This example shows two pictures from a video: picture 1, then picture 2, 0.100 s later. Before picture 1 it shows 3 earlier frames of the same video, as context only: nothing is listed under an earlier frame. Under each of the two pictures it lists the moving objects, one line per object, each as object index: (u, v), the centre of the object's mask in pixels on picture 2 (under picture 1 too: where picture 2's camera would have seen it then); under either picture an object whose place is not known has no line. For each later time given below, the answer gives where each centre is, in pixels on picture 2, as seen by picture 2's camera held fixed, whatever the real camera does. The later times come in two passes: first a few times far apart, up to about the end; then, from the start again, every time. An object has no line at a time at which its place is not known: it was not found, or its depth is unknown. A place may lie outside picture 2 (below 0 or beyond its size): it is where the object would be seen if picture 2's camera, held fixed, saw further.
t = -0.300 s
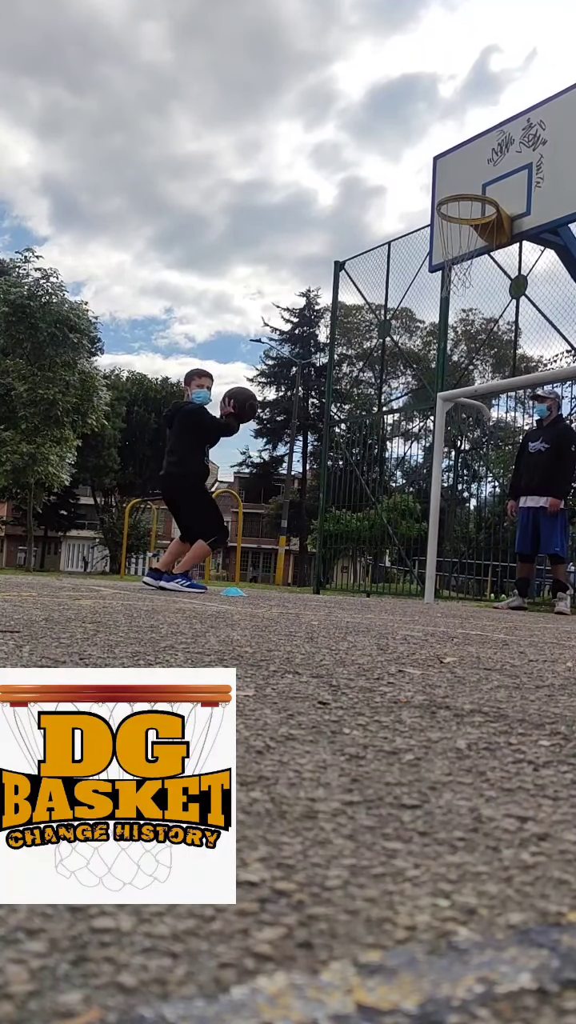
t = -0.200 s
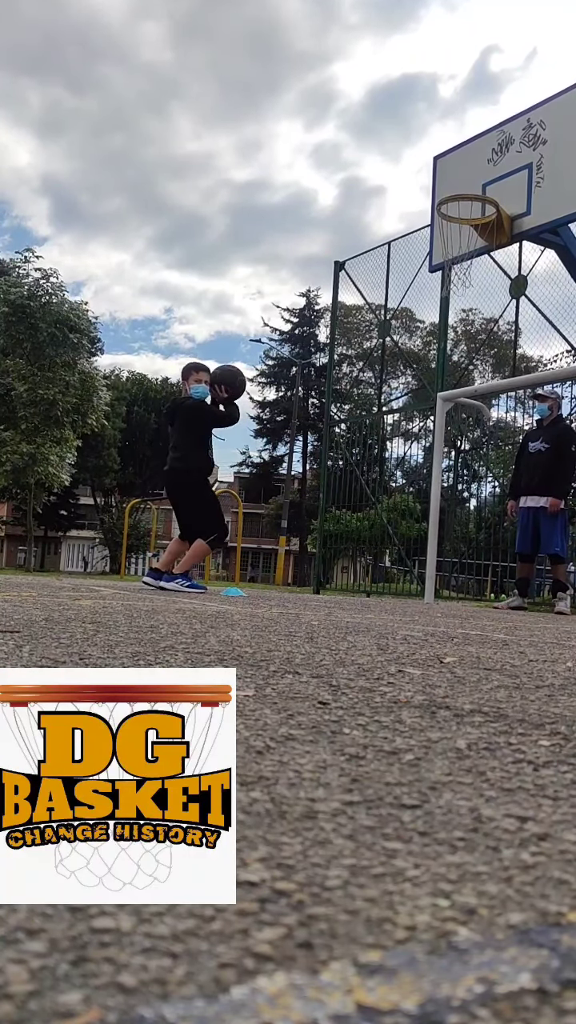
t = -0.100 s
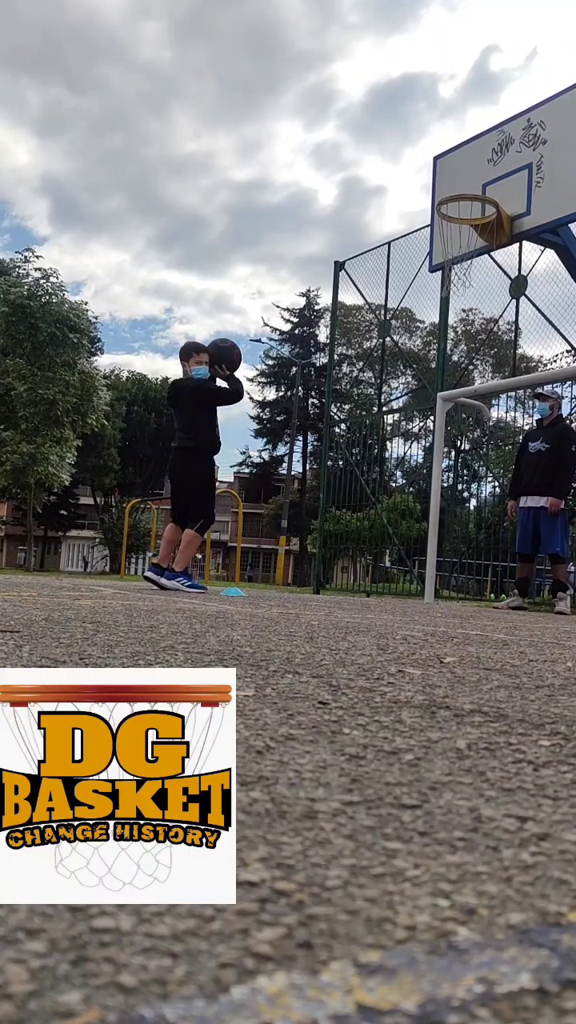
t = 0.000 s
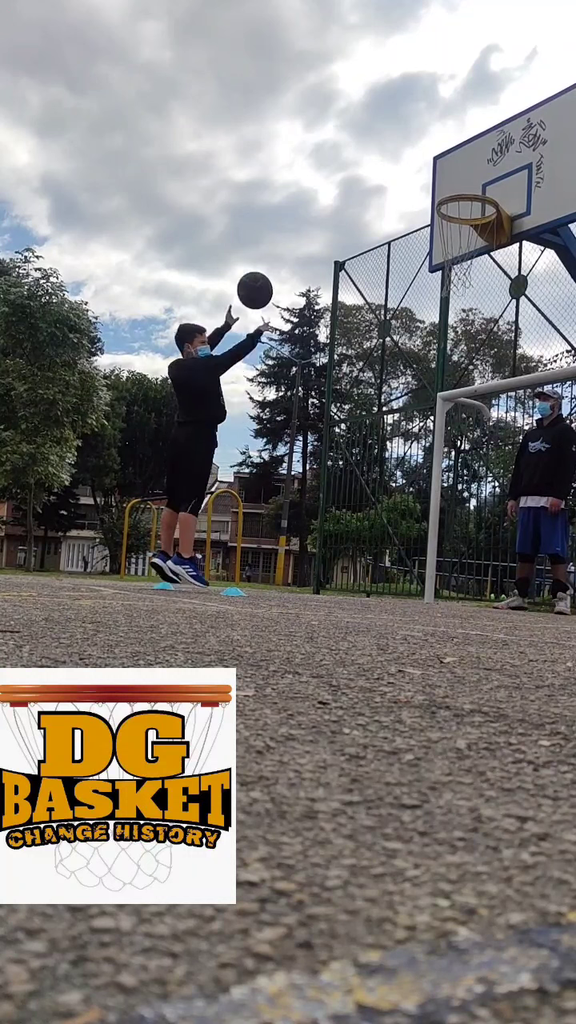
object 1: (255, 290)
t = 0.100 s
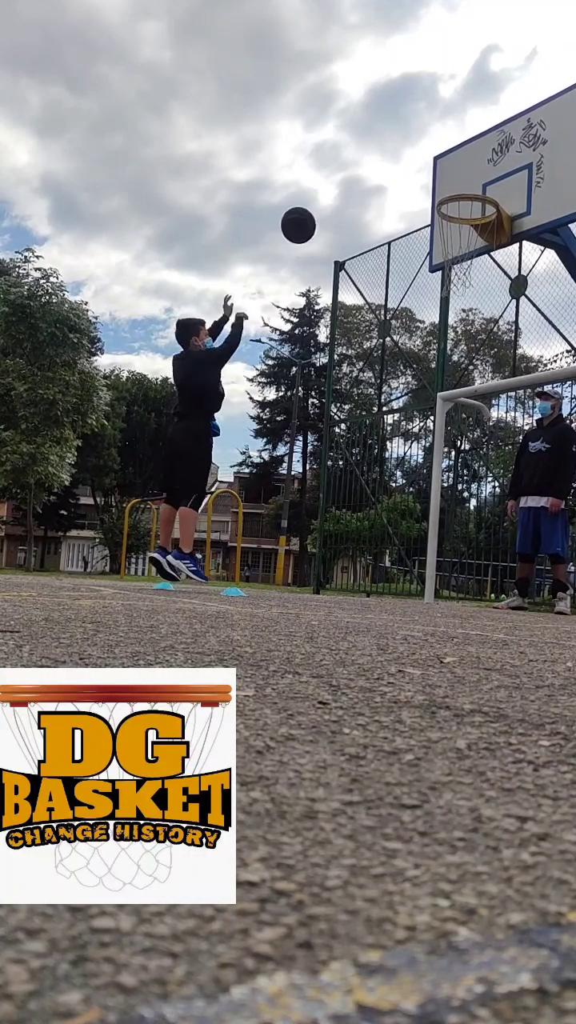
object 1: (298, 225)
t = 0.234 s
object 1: (349, 167)
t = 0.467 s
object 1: (423, 128)
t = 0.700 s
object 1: (485, 155)
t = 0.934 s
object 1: (432, 179)
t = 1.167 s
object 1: (383, 133)
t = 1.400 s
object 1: (326, 155)
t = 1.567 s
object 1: (281, 216)
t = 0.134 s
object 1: (312, 208)
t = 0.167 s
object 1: (325, 192)
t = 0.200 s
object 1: (337, 179)
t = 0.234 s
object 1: (349, 167)
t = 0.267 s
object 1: (361, 156)
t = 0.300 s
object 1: (372, 148)
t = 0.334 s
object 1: (383, 141)
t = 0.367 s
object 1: (394, 136)
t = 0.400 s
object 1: (404, 132)
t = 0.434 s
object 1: (414, 129)
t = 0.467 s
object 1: (423, 128)
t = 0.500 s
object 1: (433, 128)
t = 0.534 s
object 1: (442, 129)
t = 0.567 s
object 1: (451, 132)
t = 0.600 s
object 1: (460, 136)
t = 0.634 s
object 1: (468, 141)
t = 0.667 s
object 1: (476, 148)
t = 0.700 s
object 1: (485, 155)
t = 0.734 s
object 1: (479, 158)
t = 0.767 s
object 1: (471, 162)
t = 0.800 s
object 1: (463, 167)
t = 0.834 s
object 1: (455, 173)
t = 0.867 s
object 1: (447, 180)
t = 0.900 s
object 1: (438, 188)
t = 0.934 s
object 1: (432, 179)
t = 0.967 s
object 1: (425, 169)
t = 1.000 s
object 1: (419, 160)
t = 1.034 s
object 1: (412, 152)
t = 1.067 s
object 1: (405, 145)
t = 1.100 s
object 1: (398, 140)
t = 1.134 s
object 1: (390, 136)
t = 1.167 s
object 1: (383, 133)
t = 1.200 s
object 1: (375, 132)
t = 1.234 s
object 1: (367, 132)
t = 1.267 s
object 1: (359, 134)
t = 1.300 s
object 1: (351, 137)
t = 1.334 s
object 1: (343, 141)
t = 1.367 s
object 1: (335, 147)
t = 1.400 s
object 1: (326, 155)
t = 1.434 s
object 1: (318, 164)
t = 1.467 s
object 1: (309, 175)
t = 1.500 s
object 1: (300, 187)
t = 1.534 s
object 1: (290, 201)
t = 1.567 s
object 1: (281, 216)
